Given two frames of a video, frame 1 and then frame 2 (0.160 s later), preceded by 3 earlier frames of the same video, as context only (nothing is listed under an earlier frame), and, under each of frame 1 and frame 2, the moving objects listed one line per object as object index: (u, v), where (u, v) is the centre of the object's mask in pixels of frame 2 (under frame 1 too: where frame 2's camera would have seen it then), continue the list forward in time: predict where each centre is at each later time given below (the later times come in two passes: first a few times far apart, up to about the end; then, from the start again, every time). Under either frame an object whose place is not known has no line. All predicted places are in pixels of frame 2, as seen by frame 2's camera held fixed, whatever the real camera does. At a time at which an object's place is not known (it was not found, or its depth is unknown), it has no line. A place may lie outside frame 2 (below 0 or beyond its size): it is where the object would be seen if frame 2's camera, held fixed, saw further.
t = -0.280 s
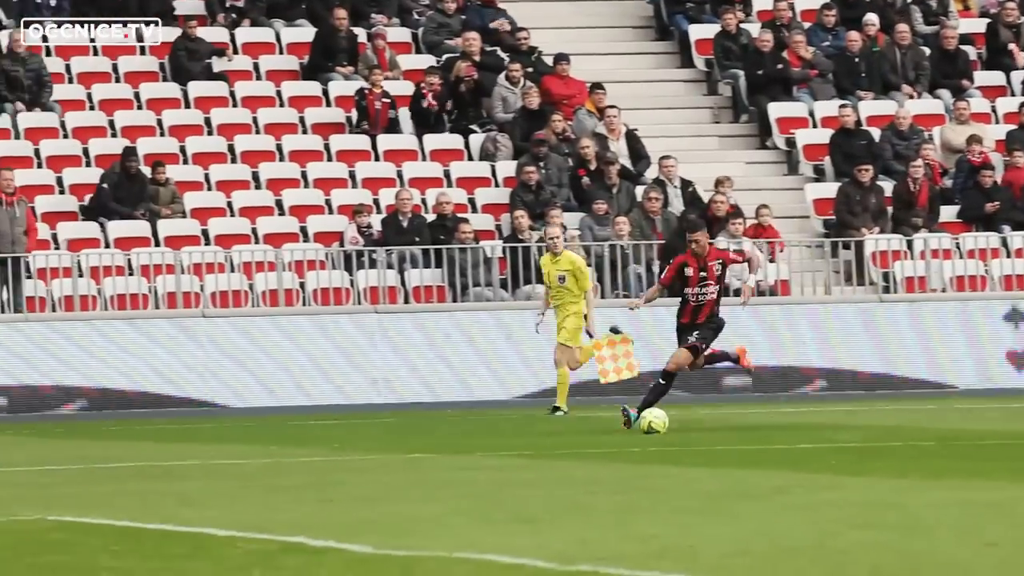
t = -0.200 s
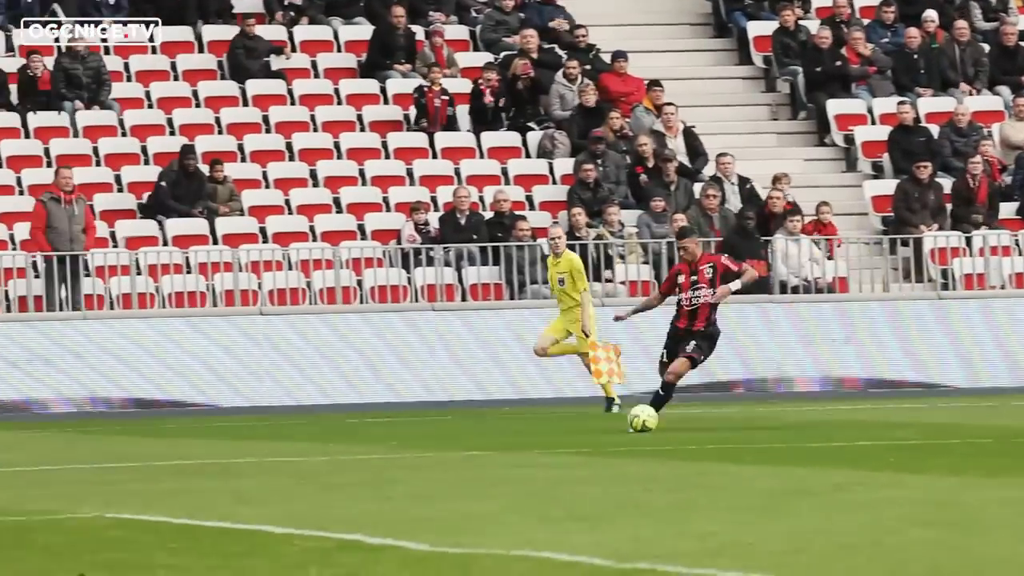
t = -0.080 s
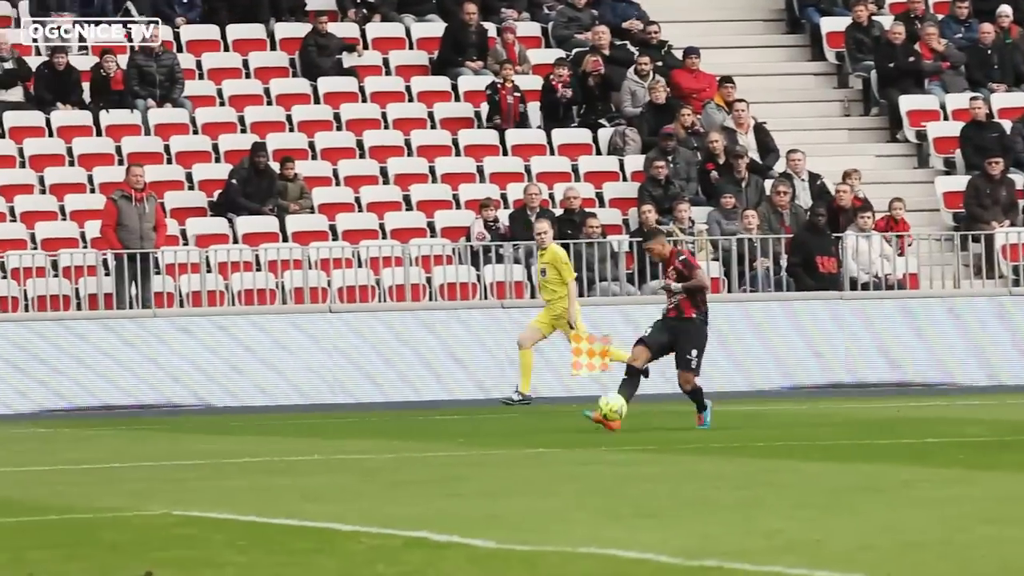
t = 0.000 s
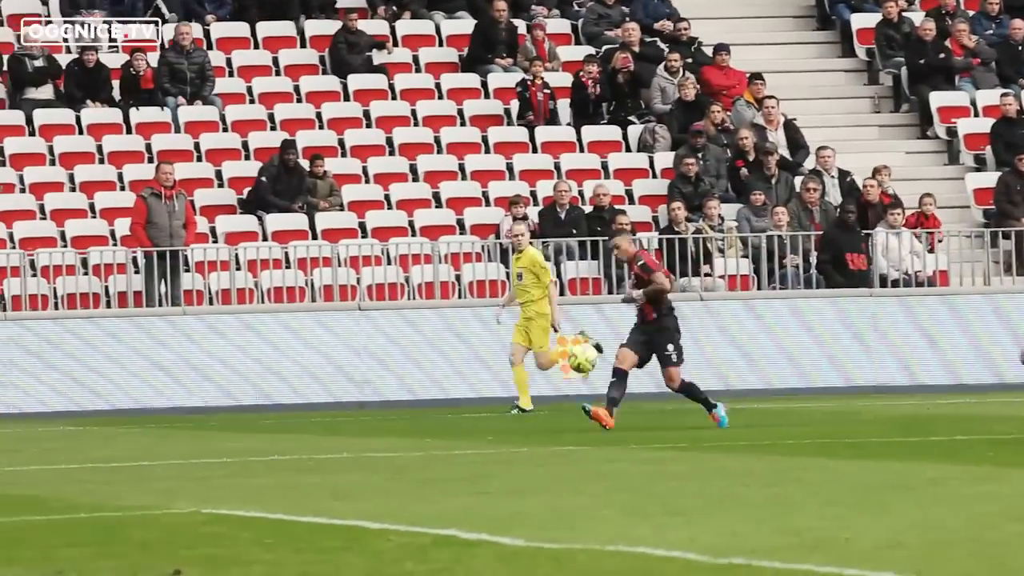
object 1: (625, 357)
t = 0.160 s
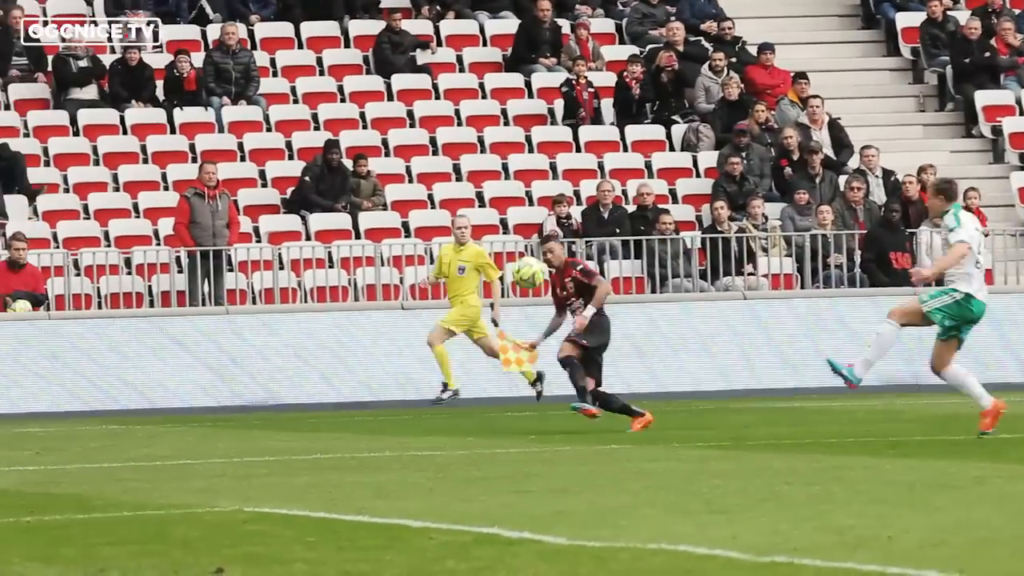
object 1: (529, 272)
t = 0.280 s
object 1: (472, 218)
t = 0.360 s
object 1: (444, 188)
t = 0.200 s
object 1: (508, 254)
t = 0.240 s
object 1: (489, 236)
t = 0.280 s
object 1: (472, 218)
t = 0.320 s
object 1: (457, 203)
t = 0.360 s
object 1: (444, 188)
